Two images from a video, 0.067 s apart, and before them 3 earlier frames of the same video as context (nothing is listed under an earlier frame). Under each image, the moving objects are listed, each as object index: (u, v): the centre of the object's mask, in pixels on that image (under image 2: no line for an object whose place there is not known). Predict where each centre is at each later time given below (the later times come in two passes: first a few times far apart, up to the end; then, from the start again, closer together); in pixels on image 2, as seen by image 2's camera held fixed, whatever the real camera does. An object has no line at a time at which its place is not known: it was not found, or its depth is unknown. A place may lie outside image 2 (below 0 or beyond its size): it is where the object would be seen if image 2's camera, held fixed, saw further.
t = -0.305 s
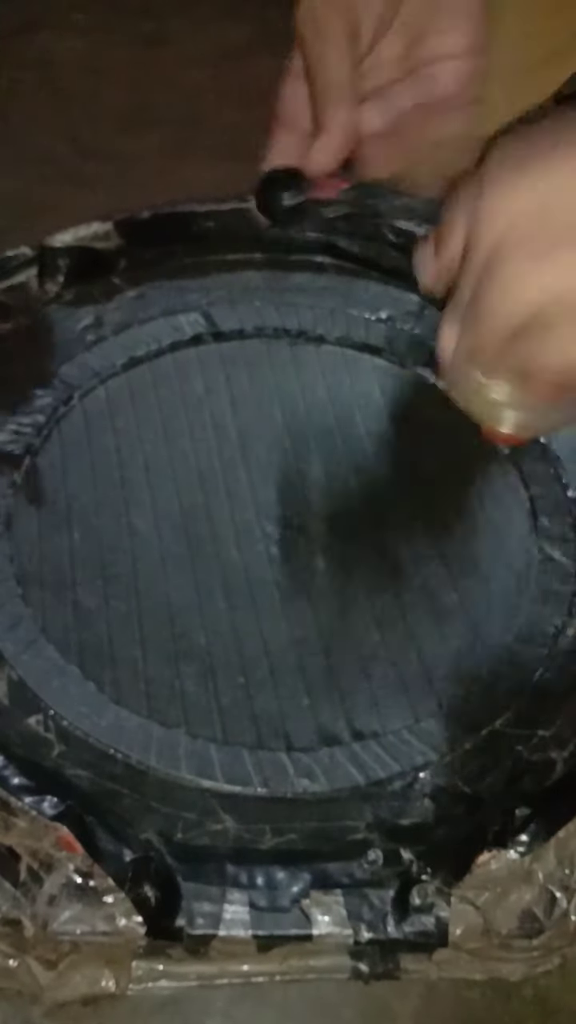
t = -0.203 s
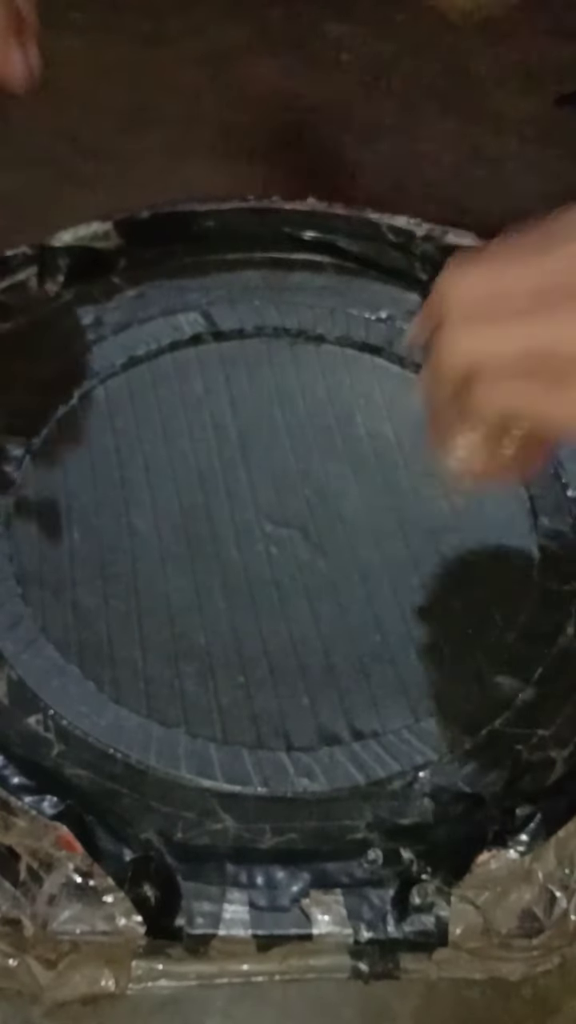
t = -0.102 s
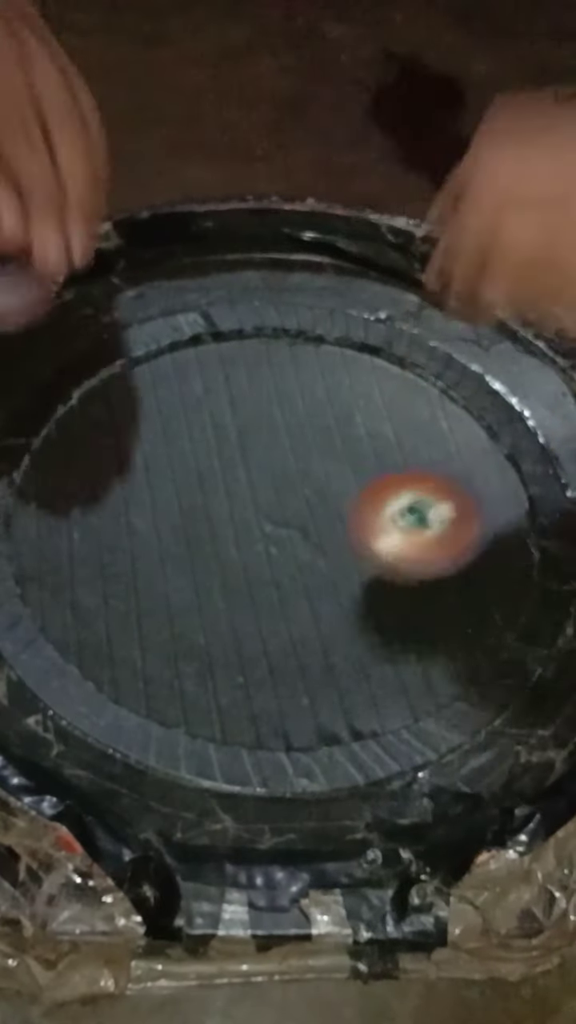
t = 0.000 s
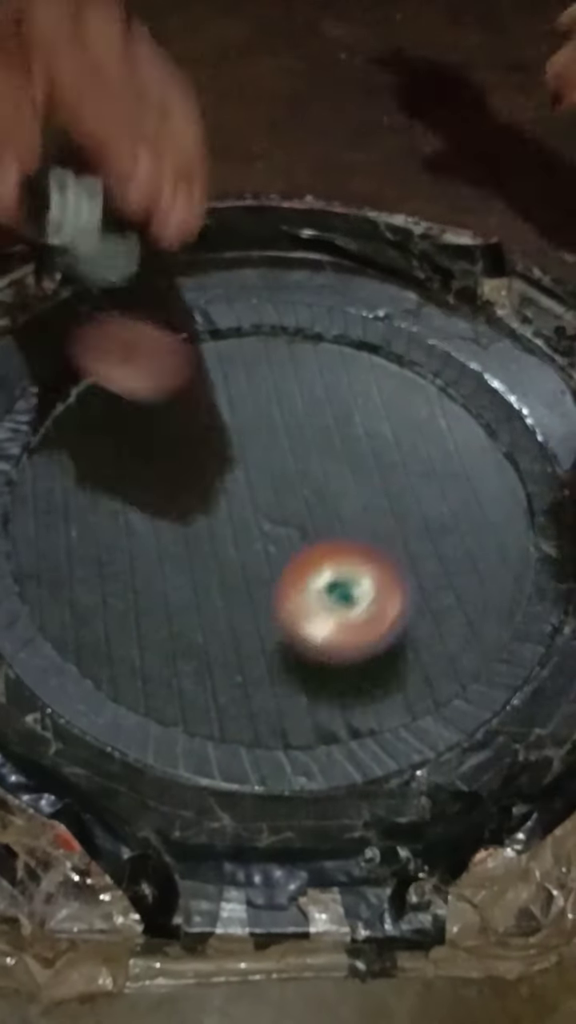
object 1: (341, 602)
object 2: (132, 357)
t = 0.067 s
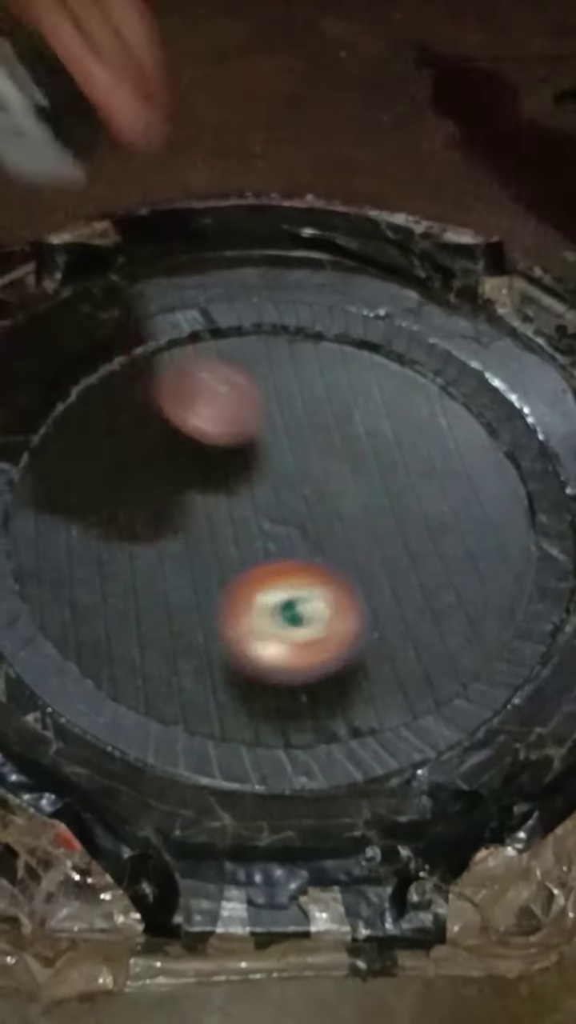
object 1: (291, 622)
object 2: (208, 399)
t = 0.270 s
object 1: (154, 532)
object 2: (328, 478)
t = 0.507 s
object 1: (246, 456)
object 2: (373, 414)
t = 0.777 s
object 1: (302, 532)
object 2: (293, 379)
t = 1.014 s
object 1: (205, 542)
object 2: (333, 470)
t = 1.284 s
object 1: (214, 488)
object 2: (437, 439)
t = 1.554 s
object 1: (332, 558)
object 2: (350, 443)
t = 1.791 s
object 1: (267, 600)
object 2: (355, 511)
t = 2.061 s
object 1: (256, 542)
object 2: (398, 543)
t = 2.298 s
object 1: (311, 524)
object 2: (439, 525)
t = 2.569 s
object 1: (313, 511)
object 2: (464, 468)
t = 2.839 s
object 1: (281, 471)
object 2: (407, 478)
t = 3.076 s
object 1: (262, 464)
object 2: (414, 507)
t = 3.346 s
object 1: (260, 469)
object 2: (412, 542)
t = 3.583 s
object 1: (254, 478)
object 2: (372, 562)
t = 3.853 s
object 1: (238, 490)
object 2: (381, 616)
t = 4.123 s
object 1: (252, 490)
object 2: (383, 576)
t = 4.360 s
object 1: (251, 489)
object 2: (319, 580)
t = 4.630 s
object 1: (253, 494)
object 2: (305, 607)
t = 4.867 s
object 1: (256, 502)
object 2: (305, 599)
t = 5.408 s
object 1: (308, 450)
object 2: (293, 571)
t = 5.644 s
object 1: (342, 454)
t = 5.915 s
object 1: (348, 476)
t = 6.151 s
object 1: (341, 482)
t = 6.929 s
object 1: (343, 481)
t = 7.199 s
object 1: (342, 477)
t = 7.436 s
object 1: (344, 482)
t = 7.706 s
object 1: (349, 488)
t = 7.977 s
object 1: (356, 505)
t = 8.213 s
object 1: (330, 525)
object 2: (220, 471)
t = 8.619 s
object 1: (337, 538)
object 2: (251, 461)
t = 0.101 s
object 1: (259, 620)
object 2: (242, 421)
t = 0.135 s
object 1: (226, 611)
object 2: (269, 442)
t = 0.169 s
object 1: (196, 595)
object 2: (289, 458)
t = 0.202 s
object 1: (173, 575)
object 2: (305, 470)
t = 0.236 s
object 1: (160, 552)
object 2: (318, 476)
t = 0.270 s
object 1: (154, 532)
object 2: (328, 478)
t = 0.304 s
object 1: (156, 514)
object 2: (336, 476)
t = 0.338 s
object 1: (165, 496)
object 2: (342, 469)
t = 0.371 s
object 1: (180, 481)
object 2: (344, 460)
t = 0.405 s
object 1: (202, 469)
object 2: (342, 449)
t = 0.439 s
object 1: (224, 461)
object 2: (340, 438)
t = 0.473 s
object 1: (232, 457)
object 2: (358, 428)
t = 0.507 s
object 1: (246, 456)
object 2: (373, 414)
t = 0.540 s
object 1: (263, 460)
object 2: (377, 402)
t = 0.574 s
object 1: (282, 467)
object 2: (375, 389)
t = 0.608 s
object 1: (298, 477)
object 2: (368, 378)
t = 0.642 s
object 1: (308, 487)
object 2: (354, 372)
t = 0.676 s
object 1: (314, 497)
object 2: (338, 367)
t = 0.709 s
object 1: (314, 510)
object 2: (320, 366)
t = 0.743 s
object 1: (309, 520)
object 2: (304, 371)
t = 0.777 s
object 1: (302, 532)
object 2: (293, 379)
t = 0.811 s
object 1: (295, 542)
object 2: (285, 394)
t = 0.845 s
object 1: (285, 548)
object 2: (282, 409)
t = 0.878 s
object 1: (273, 549)
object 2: (283, 426)
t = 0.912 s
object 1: (258, 545)
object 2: (289, 443)
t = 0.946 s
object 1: (242, 542)
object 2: (299, 458)
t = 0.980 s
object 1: (224, 544)
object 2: (316, 464)
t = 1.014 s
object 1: (205, 542)
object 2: (333, 470)
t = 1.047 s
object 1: (192, 537)
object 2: (352, 473)
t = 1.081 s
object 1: (177, 530)
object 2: (366, 473)
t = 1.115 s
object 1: (170, 523)
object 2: (380, 470)
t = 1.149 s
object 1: (169, 515)
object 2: (395, 468)
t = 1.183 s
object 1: (174, 507)
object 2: (408, 465)
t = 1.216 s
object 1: (183, 500)
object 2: (421, 459)
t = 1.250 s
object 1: (197, 493)
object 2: (431, 451)
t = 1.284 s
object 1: (214, 488)
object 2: (437, 439)
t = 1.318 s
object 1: (233, 487)
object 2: (435, 429)
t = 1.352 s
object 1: (250, 490)
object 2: (428, 422)
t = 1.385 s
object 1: (268, 497)
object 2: (414, 416)
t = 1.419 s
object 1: (286, 508)
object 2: (398, 413)
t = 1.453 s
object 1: (304, 519)
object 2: (383, 414)
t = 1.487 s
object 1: (318, 532)
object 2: (368, 421)
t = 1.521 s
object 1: (329, 546)
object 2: (358, 430)
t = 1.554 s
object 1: (332, 558)
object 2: (350, 443)
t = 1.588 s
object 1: (331, 568)
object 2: (346, 458)
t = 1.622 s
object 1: (324, 577)
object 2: (340, 472)
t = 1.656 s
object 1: (315, 585)
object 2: (337, 486)
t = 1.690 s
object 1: (304, 593)
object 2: (337, 494)
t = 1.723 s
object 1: (292, 600)
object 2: (339, 497)
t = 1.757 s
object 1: (278, 603)
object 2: (346, 503)
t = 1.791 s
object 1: (267, 600)
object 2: (355, 511)
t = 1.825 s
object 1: (260, 591)
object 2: (361, 516)
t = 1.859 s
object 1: (250, 583)
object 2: (369, 521)
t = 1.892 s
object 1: (242, 576)
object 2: (376, 527)
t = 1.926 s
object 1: (238, 570)
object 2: (382, 531)
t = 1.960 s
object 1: (241, 565)
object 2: (386, 533)
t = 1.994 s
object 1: (246, 557)
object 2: (390, 537)
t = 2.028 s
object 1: (250, 549)
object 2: (394, 541)
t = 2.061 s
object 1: (256, 542)
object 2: (398, 543)
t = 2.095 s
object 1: (267, 537)
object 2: (403, 546)
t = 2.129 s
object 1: (278, 537)
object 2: (407, 548)
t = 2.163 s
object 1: (280, 535)
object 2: (423, 549)
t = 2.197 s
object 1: (287, 530)
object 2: (434, 548)
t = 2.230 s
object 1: (294, 525)
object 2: (440, 543)
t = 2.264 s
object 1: (301, 523)
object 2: (442, 534)
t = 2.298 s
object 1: (311, 524)
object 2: (439, 525)
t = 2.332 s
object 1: (311, 526)
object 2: (453, 517)
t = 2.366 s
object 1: (311, 527)
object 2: (471, 509)
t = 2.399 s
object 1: (316, 527)
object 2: (479, 500)
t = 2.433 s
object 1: (323, 524)
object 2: (483, 493)
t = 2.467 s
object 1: (322, 522)
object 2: (484, 486)
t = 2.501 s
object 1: (316, 519)
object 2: (480, 480)
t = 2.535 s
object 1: (314, 516)
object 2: (473, 474)
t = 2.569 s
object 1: (313, 511)
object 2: (464, 468)
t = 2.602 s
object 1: (309, 502)
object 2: (452, 464)
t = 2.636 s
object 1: (307, 490)
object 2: (436, 461)
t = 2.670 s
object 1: (302, 479)
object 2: (424, 461)
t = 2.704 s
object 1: (292, 475)
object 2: (425, 461)
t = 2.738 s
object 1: (285, 473)
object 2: (420, 464)
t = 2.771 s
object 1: (281, 472)
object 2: (413, 470)
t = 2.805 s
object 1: (282, 472)
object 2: (404, 475)
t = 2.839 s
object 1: (281, 471)
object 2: (407, 478)
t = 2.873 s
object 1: (279, 467)
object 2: (409, 482)
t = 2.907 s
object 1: (278, 465)
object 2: (410, 485)
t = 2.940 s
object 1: (274, 463)
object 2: (410, 489)
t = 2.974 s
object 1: (269, 461)
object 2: (411, 494)
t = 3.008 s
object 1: (266, 460)
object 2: (412, 499)
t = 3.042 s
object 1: (263, 461)
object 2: (413, 504)
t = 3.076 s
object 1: (262, 464)
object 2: (414, 507)
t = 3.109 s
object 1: (261, 468)
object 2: (414, 510)
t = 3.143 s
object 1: (262, 472)
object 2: (413, 515)
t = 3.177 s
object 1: (262, 474)
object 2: (412, 519)
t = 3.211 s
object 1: (259, 472)
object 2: (413, 524)
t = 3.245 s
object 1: (259, 468)
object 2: (414, 531)
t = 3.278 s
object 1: (261, 466)
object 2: (416, 537)
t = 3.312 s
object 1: (261, 467)
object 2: (416, 542)
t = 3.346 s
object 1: (260, 469)
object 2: (412, 542)
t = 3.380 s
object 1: (261, 471)
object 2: (406, 541)
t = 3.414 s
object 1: (262, 474)
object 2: (401, 542)
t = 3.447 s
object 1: (262, 474)
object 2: (397, 544)
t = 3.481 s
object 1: (262, 471)
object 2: (391, 549)
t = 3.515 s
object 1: (262, 471)
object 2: (384, 554)
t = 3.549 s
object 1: (258, 474)
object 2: (378, 557)
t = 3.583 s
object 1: (254, 478)
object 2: (372, 562)
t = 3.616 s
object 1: (247, 485)
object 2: (365, 568)
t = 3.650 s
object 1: (246, 496)
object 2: (358, 572)
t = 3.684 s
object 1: (248, 506)
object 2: (352, 577)
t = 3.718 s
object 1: (251, 512)
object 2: (346, 583)
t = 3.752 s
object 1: (251, 513)
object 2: (345, 593)
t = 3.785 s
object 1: (241, 506)
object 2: (359, 606)
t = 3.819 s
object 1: (237, 497)
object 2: (371, 614)
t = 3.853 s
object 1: (238, 490)
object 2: (381, 616)
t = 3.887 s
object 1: (242, 486)
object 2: (391, 614)
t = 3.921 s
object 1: (247, 483)
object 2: (400, 611)
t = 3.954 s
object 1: (251, 482)
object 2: (406, 608)
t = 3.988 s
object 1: (252, 483)
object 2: (405, 603)
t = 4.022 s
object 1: (250, 486)
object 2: (401, 595)
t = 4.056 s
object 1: (249, 487)
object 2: (397, 586)
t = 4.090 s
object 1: (250, 489)
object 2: (390, 579)
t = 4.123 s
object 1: (252, 490)
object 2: (383, 576)
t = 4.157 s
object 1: (254, 491)
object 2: (372, 574)
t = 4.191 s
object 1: (254, 493)
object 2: (361, 574)
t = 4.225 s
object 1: (254, 493)
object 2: (349, 572)
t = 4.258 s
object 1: (255, 492)
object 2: (340, 573)
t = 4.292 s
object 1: (255, 492)
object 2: (332, 574)
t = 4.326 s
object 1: (254, 491)
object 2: (324, 575)
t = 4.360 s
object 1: (251, 489)
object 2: (319, 580)
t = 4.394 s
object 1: (248, 483)
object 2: (317, 588)
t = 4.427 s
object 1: (248, 481)
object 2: (314, 593)
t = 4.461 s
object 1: (249, 481)
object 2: (309, 597)
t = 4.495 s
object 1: (250, 483)
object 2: (306, 600)
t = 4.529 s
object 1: (250, 485)
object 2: (305, 603)
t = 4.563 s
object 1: (250, 487)
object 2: (304, 605)
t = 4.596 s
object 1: (251, 490)
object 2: (305, 606)
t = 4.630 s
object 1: (253, 494)
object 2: (305, 607)
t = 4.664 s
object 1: (254, 495)
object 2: (305, 608)
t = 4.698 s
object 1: (255, 497)
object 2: (305, 608)
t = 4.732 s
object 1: (255, 499)
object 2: (306, 607)
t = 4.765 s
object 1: (255, 501)
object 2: (306, 607)
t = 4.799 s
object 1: (256, 502)
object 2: (306, 606)
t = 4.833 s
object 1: (256, 502)
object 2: (306, 602)
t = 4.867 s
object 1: (256, 502)
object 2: (305, 599)
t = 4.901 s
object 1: (256, 501)
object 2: (304, 595)
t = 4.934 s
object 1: (254, 498)
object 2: (302, 594)
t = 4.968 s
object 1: (249, 488)
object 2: (301, 597)
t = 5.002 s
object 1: (246, 481)
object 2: (301, 595)
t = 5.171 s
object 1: (255, 485)
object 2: (299, 587)
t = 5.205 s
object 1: (259, 485)
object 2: (300, 581)
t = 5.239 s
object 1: (269, 482)
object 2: (300, 578)
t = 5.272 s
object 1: (279, 477)
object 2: (300, 575)
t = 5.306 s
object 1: (290, 473)
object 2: (299, 571)
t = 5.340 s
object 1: (298, 470)
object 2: (297, 565)
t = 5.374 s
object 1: (302, 462)
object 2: (294, 566)
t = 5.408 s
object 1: (308, 450)
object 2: (293, 571)
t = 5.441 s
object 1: (315, 445)
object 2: (293, 573)
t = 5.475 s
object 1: (322, 443)
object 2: (293, 575)
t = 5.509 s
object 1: (327, 443)
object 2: (294, 576)
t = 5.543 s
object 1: (332, 446)
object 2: (294, 576)
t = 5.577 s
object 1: (336, 449)
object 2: (295, 576)
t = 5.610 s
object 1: (339, 452)
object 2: (296, 577)
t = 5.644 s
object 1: (342, 454)
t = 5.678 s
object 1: (344, 459)
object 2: (301, 577)
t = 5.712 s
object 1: (345, 463)
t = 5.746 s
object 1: (344, 467)
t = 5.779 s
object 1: (343, 471)
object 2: (299, 566)
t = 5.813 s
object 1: (343, 473)
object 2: (293, 560)
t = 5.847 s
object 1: (347, 474)
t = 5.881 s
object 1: (348, 475)
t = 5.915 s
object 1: (348, 476)
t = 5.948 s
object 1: (347, 479)
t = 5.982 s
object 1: (344, 481)
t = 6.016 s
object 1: (343, 481)
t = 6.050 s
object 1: (343, 481)
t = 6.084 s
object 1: (343, 481)
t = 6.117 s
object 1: (342, 482)
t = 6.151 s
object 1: (341, 482)
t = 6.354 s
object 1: (336, 471)
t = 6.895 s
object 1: (345, 483)
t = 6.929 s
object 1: (343, 481)
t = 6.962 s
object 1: (342, 478)
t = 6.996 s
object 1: (341, 476)
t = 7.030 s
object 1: (341, 476)
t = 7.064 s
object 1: (341, 476)
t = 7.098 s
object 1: (342, 476)
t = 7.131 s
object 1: (343, 476)
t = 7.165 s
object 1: (342, 476)
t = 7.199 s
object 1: (342, 477)
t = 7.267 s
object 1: (341, 479)
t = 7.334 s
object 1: (345, 480)
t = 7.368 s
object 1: (345, 480)
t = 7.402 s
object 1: (345, 481)
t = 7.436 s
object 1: (344, 482)
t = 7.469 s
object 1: (345, 484)
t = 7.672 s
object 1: (348, 488)
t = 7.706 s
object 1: (349, 488)
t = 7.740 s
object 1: (349, 488)
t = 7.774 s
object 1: (349, 489)
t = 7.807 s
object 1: (350, 489)
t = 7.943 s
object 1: (358, 502)
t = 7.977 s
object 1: (356, 505)
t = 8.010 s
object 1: (352, 508)
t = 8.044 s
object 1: (348, 511)
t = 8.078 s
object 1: (343, 514)
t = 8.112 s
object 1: (338, 517)
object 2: (215, 476)
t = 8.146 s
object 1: (333, 520)
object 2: (216, 474)
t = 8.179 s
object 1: (331, 523)
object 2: (218, 471)
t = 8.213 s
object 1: (330, 525)
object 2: (220, 471)
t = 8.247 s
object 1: (329, 527)
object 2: (222, 470)
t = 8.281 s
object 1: (329, 530)
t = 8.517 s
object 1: (336, 537)
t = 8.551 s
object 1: (335, 538)
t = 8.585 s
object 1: (336, 538)
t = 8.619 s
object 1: (337, 538)
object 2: (251, 461)
